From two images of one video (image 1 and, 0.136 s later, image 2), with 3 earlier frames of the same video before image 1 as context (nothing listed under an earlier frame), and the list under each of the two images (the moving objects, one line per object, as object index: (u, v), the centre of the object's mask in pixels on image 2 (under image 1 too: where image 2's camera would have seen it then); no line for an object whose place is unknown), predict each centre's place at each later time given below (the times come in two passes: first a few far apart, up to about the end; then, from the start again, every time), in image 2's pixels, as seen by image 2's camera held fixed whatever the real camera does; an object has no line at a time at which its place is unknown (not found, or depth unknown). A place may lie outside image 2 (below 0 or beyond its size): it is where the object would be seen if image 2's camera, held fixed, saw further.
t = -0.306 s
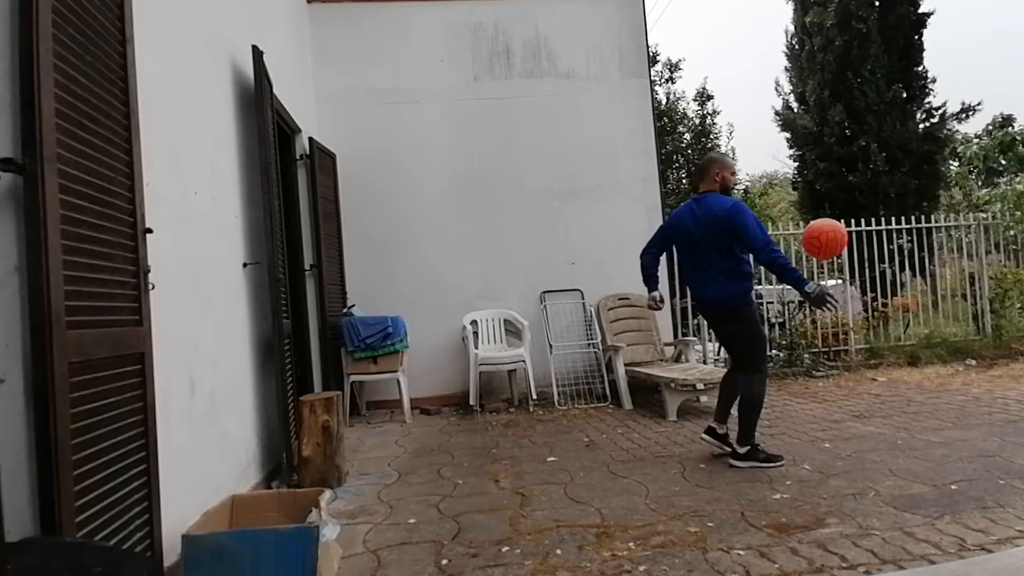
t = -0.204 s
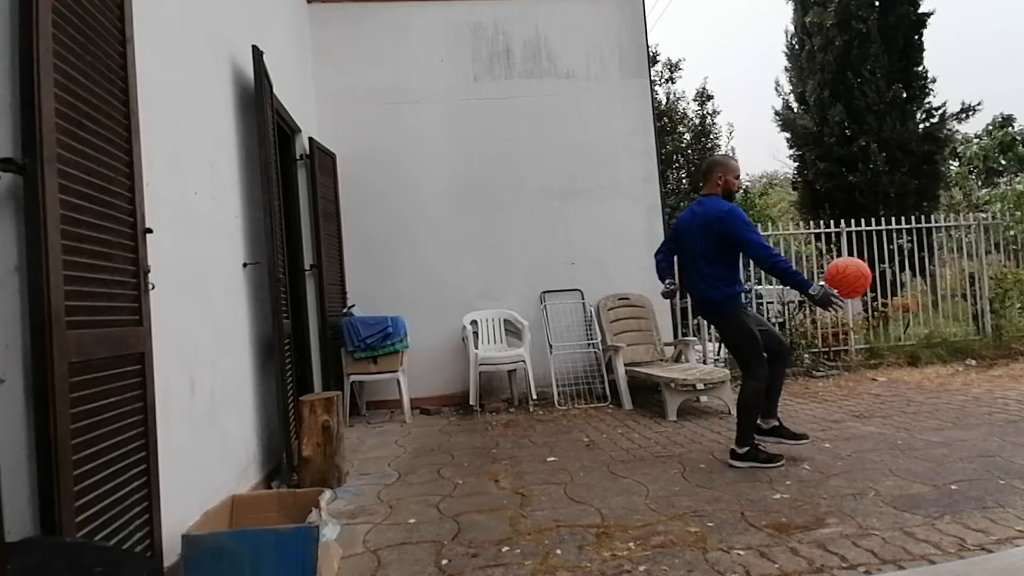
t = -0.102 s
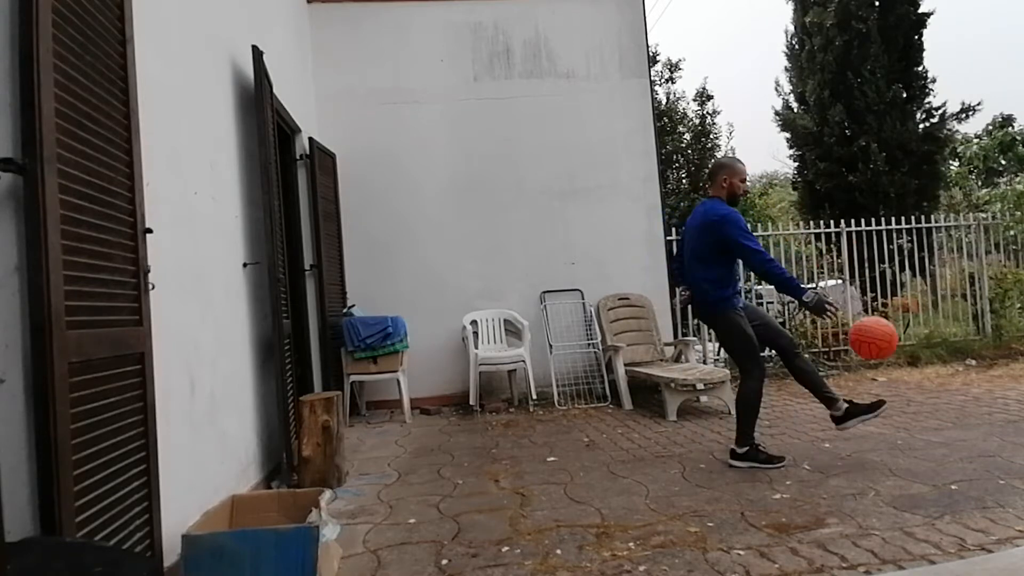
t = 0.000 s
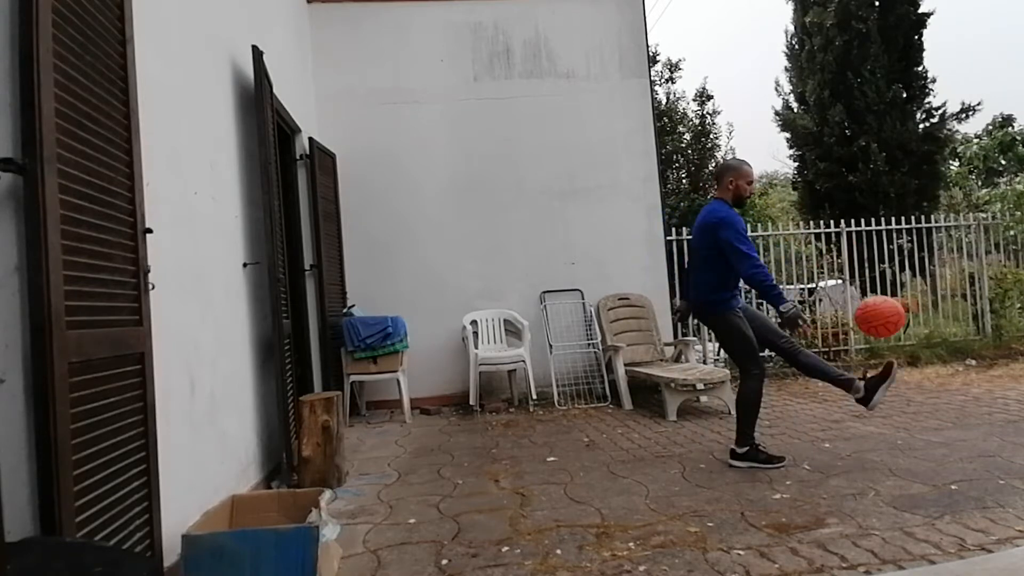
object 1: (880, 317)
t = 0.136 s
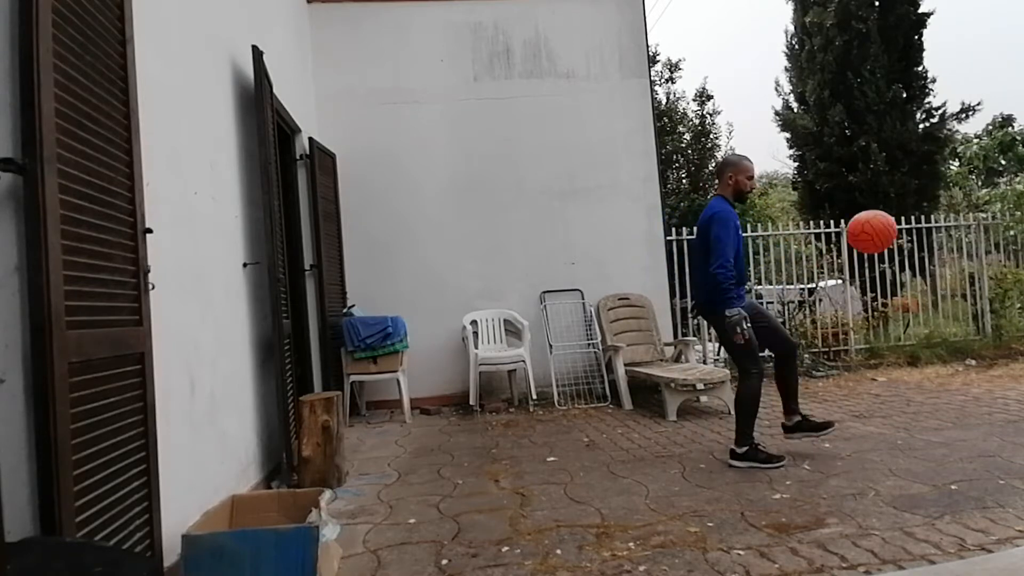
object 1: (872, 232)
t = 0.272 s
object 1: (865, 179)
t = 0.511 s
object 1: (864, 170)
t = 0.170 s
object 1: (870, 215)
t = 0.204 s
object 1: (868, 201)
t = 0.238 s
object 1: (867, 189)
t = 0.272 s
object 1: (865, 179)
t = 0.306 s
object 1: (864, 171)
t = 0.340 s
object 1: (863, 166)
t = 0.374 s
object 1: (863, 162)
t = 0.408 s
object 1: (863, 161)
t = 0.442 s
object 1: (863, 162)
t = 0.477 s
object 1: (864, 165)
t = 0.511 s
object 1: (864, 170)
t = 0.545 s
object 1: (865, 178)
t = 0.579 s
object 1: (866, 188)
